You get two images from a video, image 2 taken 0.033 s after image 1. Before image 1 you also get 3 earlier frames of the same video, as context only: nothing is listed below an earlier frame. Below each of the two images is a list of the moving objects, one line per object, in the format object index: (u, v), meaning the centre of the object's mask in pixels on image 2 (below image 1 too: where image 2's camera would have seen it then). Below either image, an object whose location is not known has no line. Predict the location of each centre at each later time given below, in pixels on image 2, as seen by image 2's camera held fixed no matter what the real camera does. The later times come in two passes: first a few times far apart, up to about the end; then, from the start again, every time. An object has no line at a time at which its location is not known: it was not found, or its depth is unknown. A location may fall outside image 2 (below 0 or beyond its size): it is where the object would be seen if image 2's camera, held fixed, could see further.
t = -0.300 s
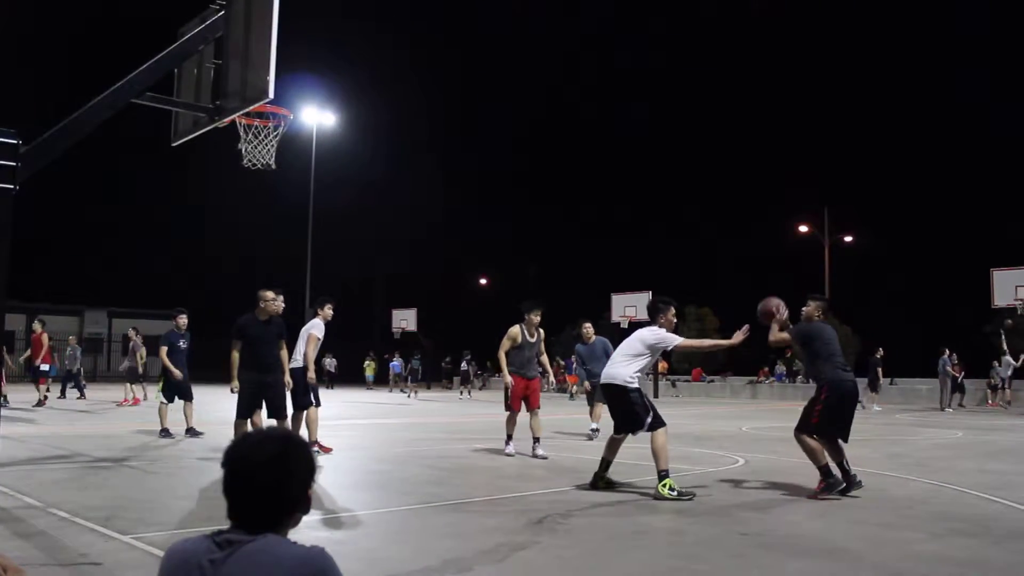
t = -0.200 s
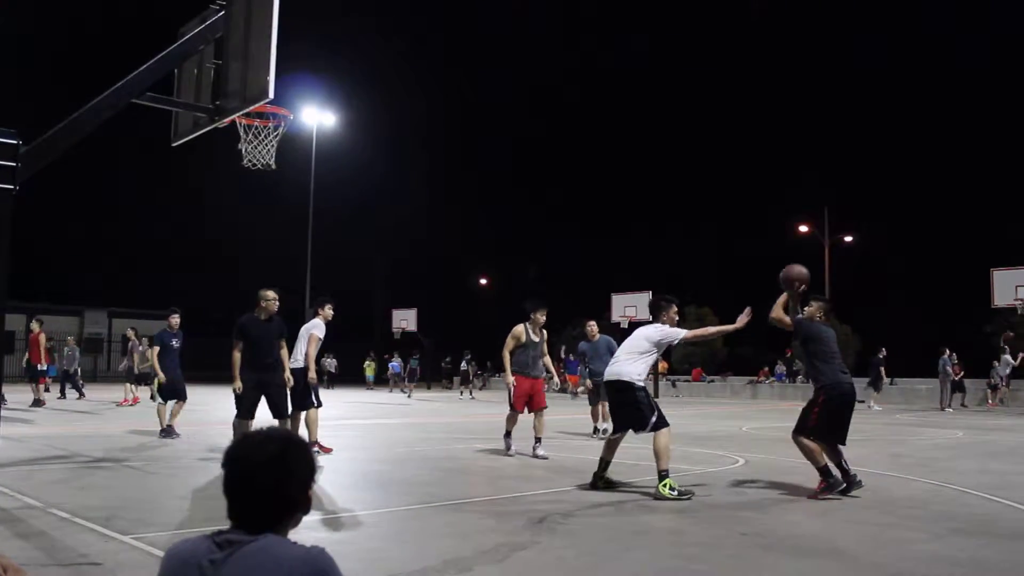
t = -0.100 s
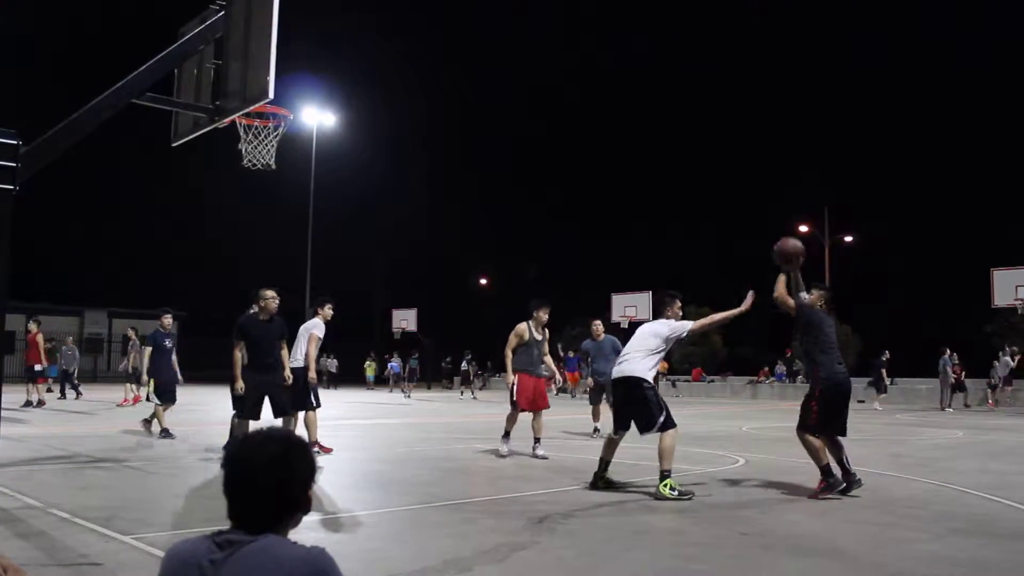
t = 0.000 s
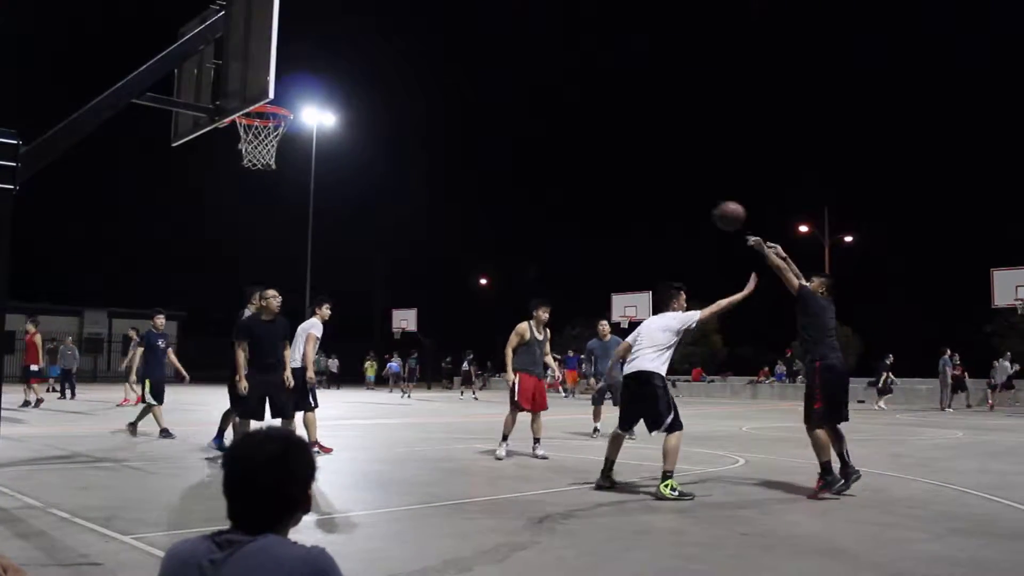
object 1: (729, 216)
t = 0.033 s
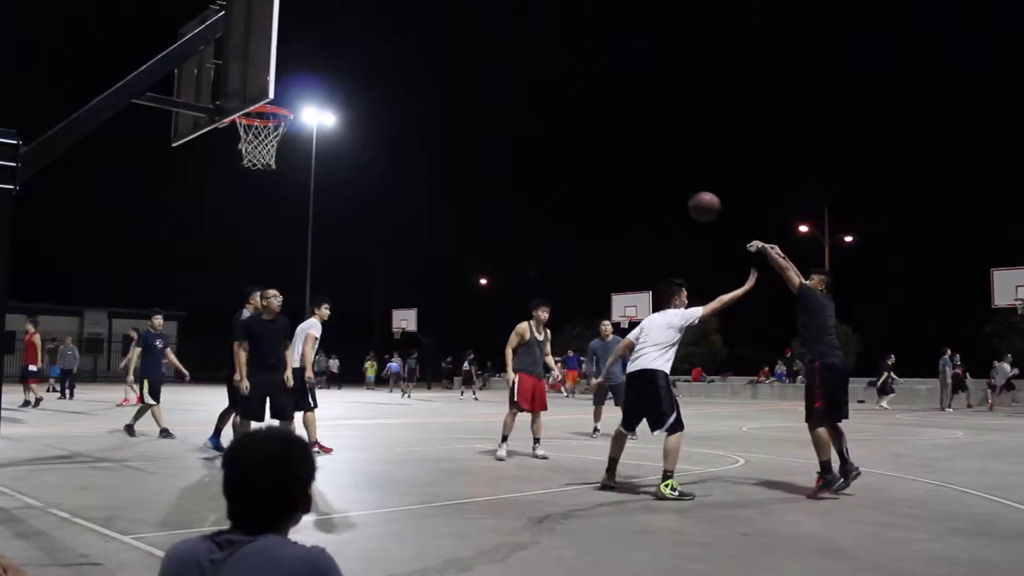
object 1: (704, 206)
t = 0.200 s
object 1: (582, 181)
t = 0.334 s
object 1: (486, 185)
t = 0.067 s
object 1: (679, 199)
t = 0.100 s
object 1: (655, 192)
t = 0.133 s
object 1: (631, 187)
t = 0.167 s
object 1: (606, 183)
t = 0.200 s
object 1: (582, 181)
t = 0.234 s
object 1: (558, 180)
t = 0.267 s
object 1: (534, 180)
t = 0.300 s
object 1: (510, 182)
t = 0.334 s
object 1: (486, 185)
